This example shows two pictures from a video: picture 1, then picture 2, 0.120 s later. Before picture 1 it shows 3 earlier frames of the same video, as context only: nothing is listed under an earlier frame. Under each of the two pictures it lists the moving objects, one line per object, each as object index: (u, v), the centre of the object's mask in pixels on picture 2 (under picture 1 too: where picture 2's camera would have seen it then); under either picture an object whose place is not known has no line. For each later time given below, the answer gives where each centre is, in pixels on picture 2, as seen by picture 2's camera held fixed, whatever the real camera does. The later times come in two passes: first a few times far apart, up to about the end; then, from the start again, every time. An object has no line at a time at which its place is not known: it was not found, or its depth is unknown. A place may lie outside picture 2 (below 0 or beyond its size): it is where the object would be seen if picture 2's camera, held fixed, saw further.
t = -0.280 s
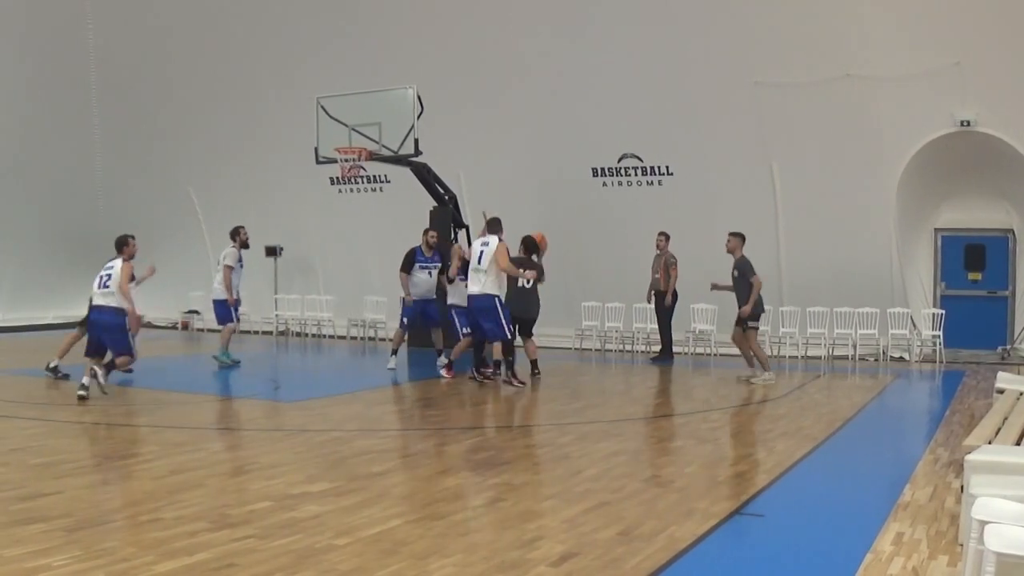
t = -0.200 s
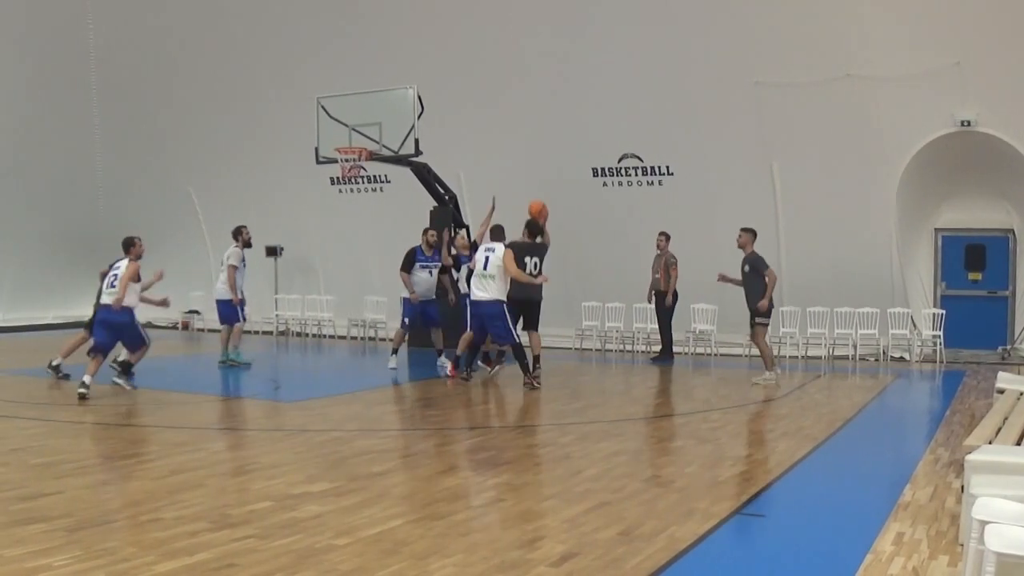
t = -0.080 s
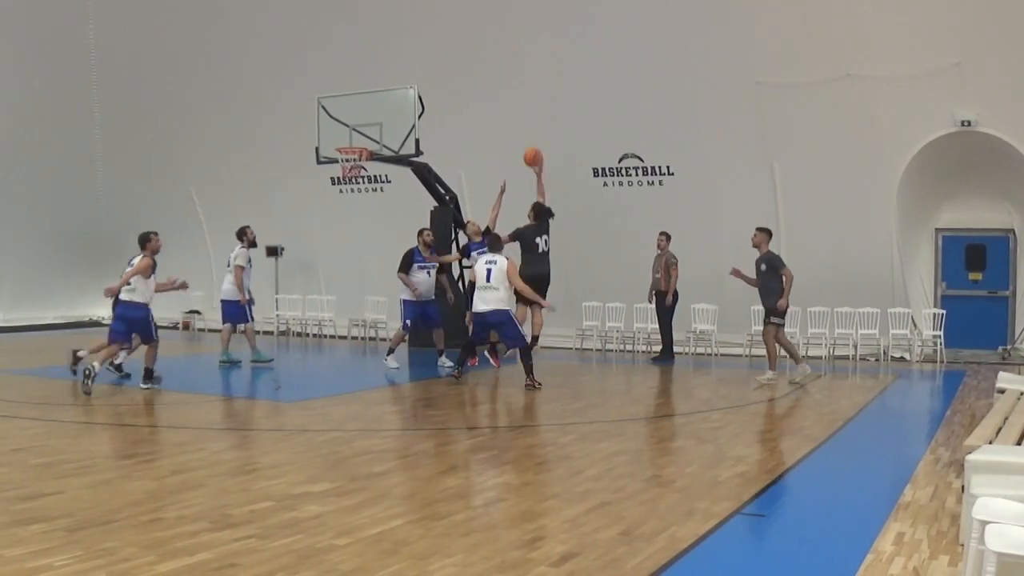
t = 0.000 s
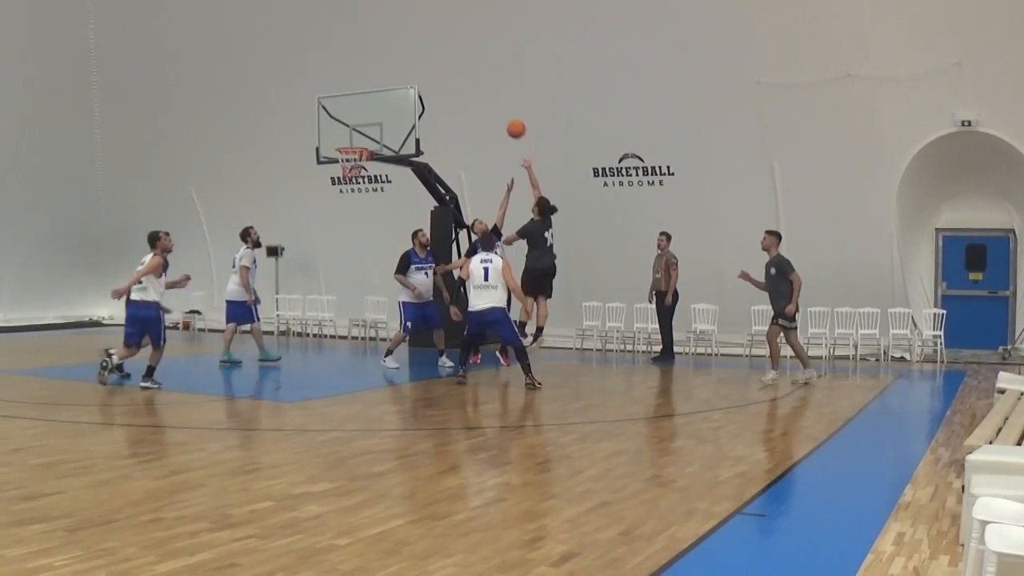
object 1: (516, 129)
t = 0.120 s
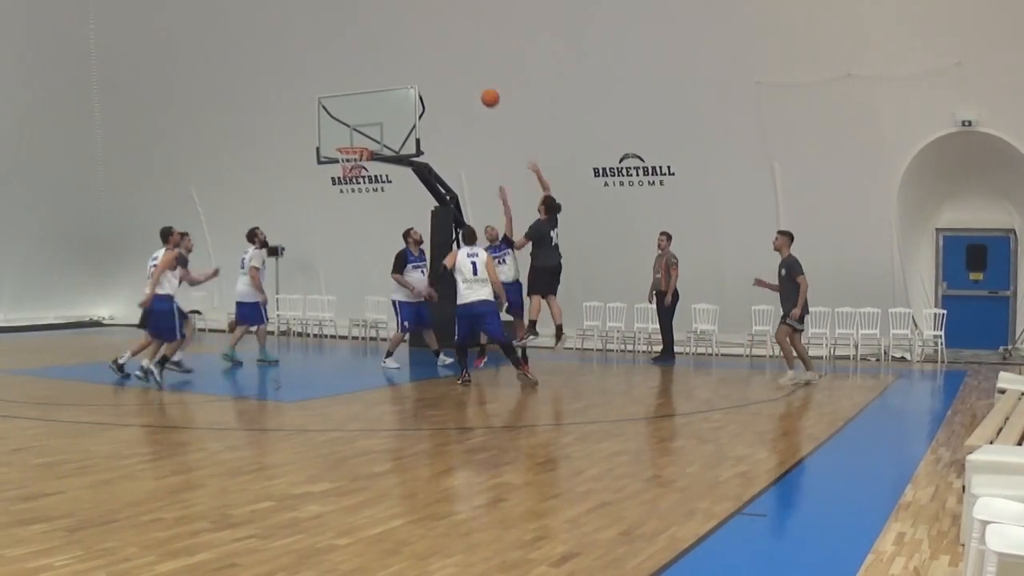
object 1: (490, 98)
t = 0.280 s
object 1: (457, 75)
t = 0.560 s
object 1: (407, 80)
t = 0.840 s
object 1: (359, 123)
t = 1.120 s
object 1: (354, 165)
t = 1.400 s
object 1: (343, 166)
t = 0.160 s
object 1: (482, 90)
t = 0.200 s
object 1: (473, 84)
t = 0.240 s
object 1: (465, 79)
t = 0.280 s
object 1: (457, 75)
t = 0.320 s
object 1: (450, 73)
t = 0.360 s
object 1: (442, 71)
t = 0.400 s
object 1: (435, 71)
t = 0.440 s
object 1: (427, 72)
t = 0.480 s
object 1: (420, 73)
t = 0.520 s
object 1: (413, 76)
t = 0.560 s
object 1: (407, 80)
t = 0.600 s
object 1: (400, 85)
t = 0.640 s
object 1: (393, 90)
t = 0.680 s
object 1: (387, 97)
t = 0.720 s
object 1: (380, 102)
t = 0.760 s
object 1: (373, 108)
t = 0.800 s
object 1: (366, 115)
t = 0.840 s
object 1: (359, 123)
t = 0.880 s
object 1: (352, 132)
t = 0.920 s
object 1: (345, 141)
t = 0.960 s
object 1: (347, 147)
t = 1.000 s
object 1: (355, 148)
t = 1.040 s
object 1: (355, 153)
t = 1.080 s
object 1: (355, 158)
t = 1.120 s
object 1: (354, 165)
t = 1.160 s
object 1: (354, 166)
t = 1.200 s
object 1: (352, 165)
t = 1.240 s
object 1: (350, 165)
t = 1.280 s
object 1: (348, 165)
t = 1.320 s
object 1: (346, 165)
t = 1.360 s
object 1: (345, 165)
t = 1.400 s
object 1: (343, 166)
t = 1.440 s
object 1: (342, 169)
